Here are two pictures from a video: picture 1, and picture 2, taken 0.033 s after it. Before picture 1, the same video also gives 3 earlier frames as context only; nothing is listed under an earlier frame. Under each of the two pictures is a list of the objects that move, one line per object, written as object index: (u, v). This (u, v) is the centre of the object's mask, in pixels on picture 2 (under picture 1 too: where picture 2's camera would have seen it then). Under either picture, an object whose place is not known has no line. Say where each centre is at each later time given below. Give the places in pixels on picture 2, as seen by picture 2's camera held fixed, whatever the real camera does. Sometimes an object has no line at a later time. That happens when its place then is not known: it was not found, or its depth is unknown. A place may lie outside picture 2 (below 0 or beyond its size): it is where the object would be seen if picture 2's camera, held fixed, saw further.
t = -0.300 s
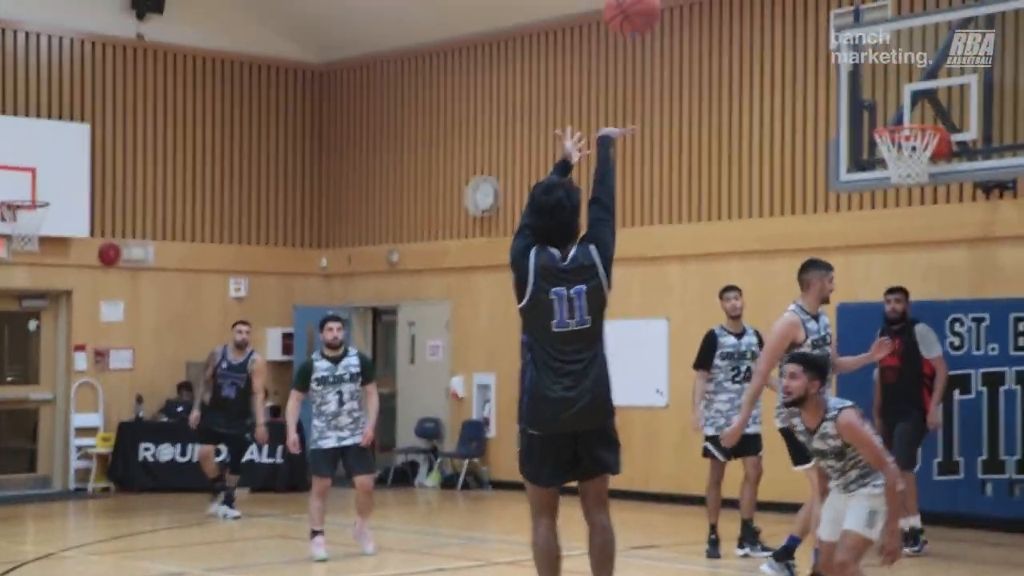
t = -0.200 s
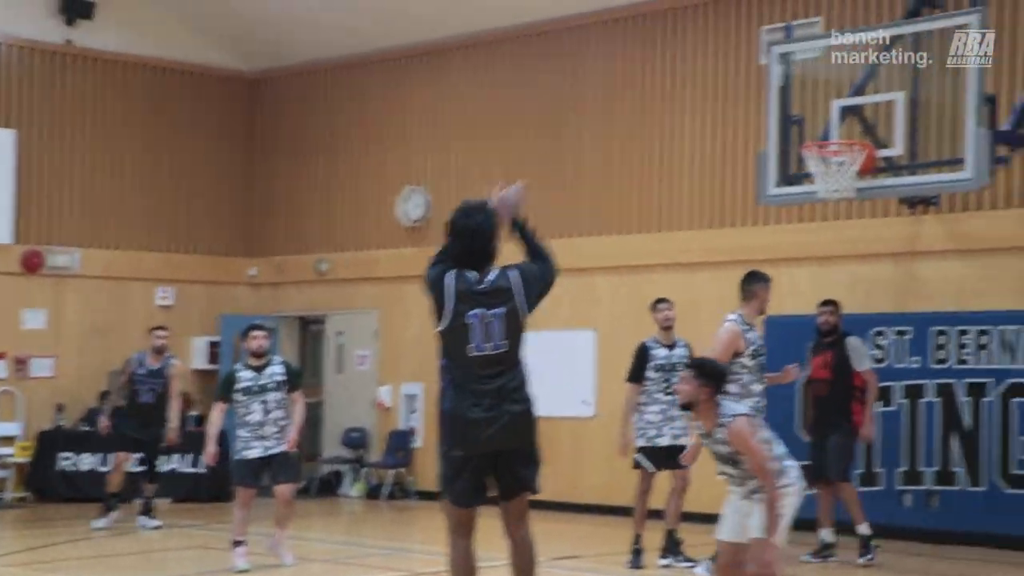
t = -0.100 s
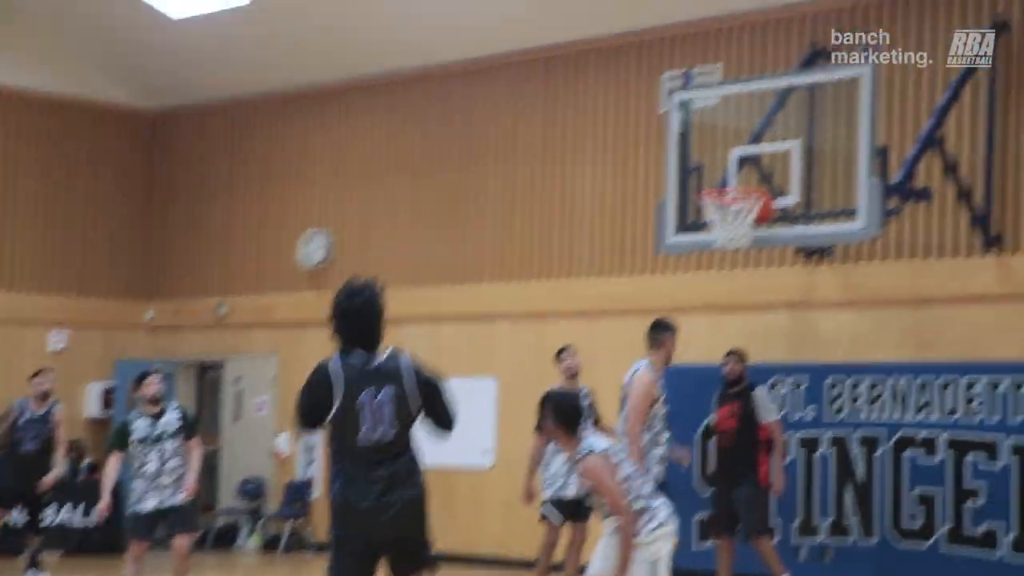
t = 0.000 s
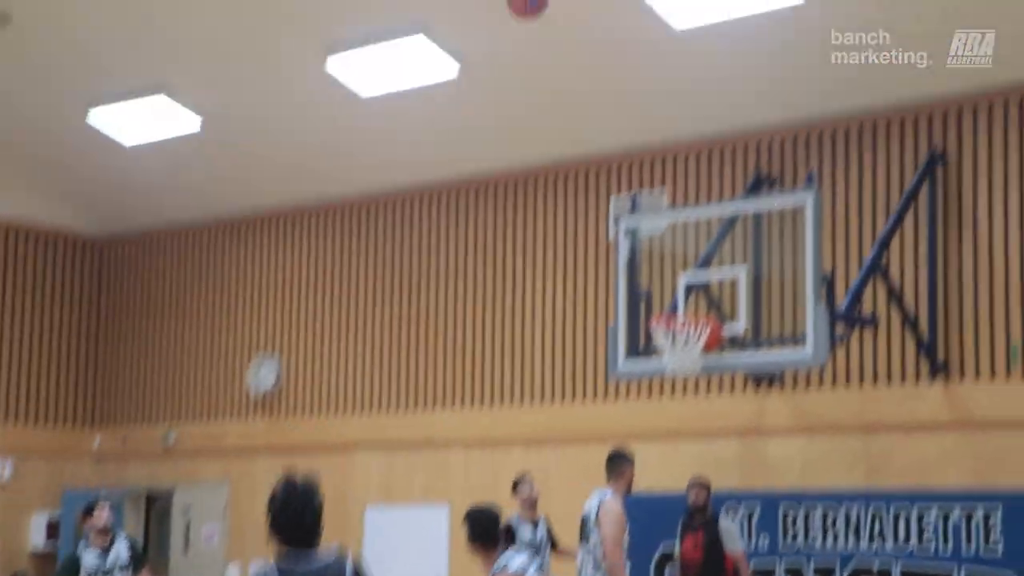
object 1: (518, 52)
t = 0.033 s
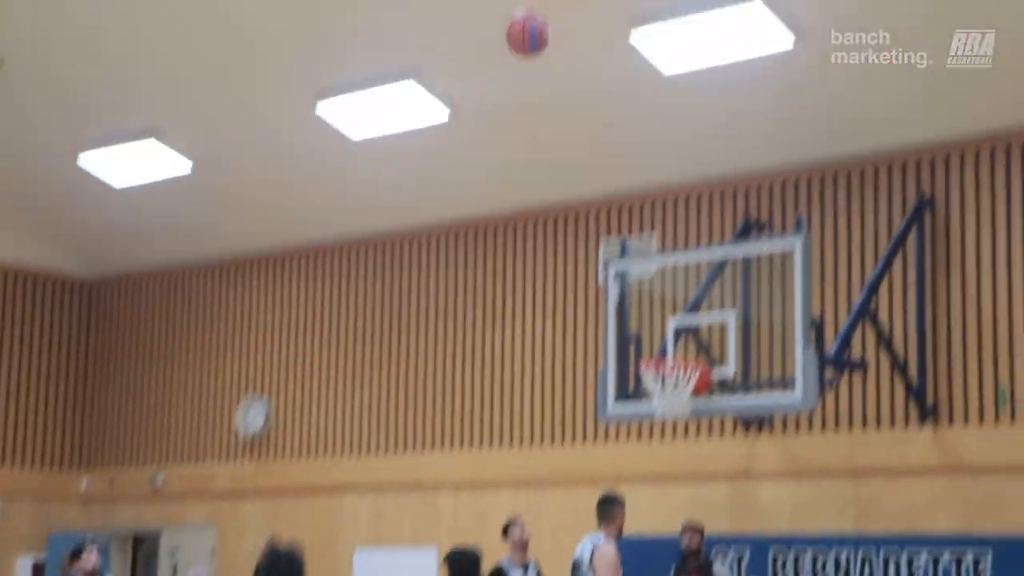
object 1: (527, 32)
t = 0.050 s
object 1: (531, 32)
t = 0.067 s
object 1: (537, 30)
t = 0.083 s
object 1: (541, 30)
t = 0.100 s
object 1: (545, 29)
